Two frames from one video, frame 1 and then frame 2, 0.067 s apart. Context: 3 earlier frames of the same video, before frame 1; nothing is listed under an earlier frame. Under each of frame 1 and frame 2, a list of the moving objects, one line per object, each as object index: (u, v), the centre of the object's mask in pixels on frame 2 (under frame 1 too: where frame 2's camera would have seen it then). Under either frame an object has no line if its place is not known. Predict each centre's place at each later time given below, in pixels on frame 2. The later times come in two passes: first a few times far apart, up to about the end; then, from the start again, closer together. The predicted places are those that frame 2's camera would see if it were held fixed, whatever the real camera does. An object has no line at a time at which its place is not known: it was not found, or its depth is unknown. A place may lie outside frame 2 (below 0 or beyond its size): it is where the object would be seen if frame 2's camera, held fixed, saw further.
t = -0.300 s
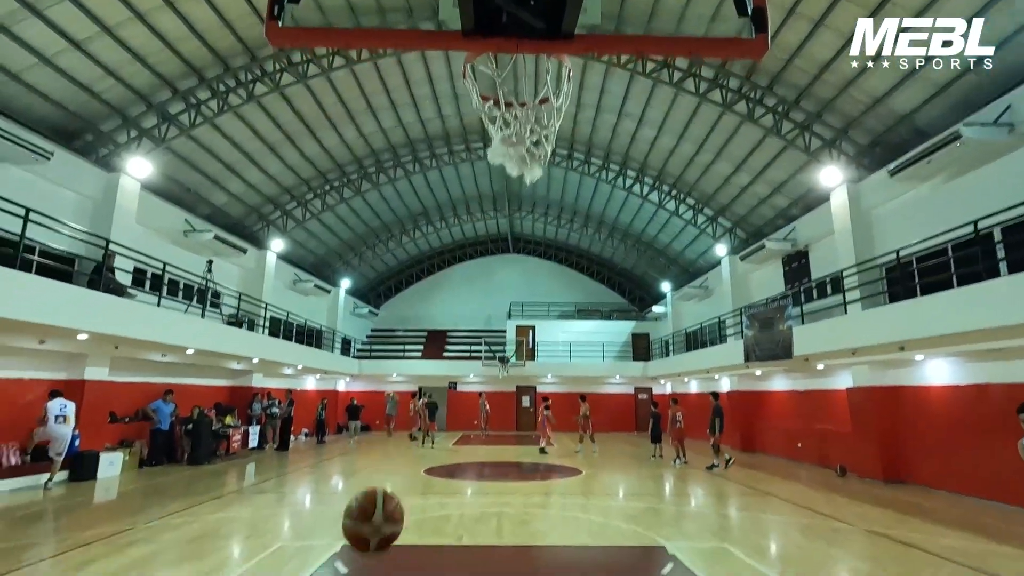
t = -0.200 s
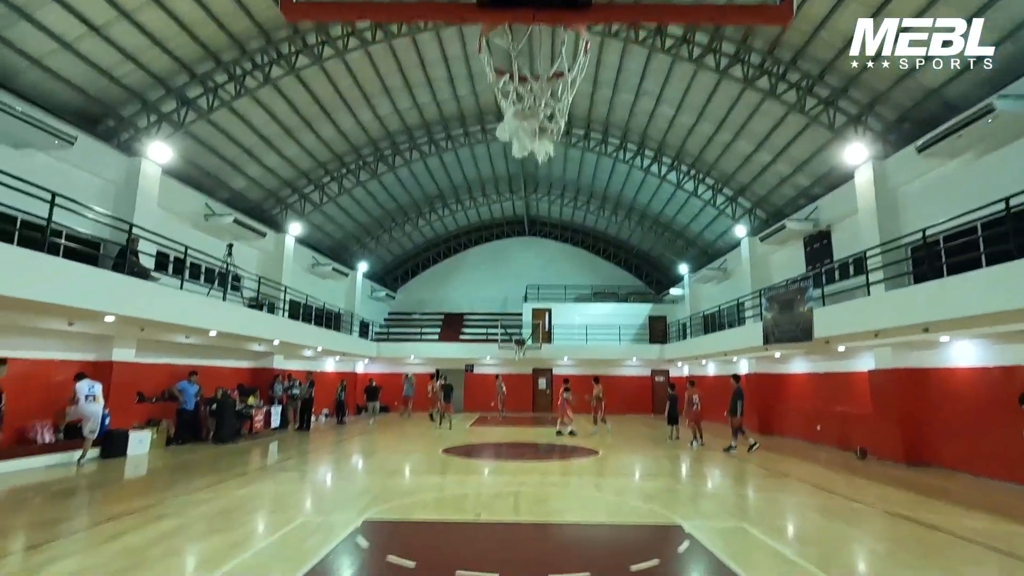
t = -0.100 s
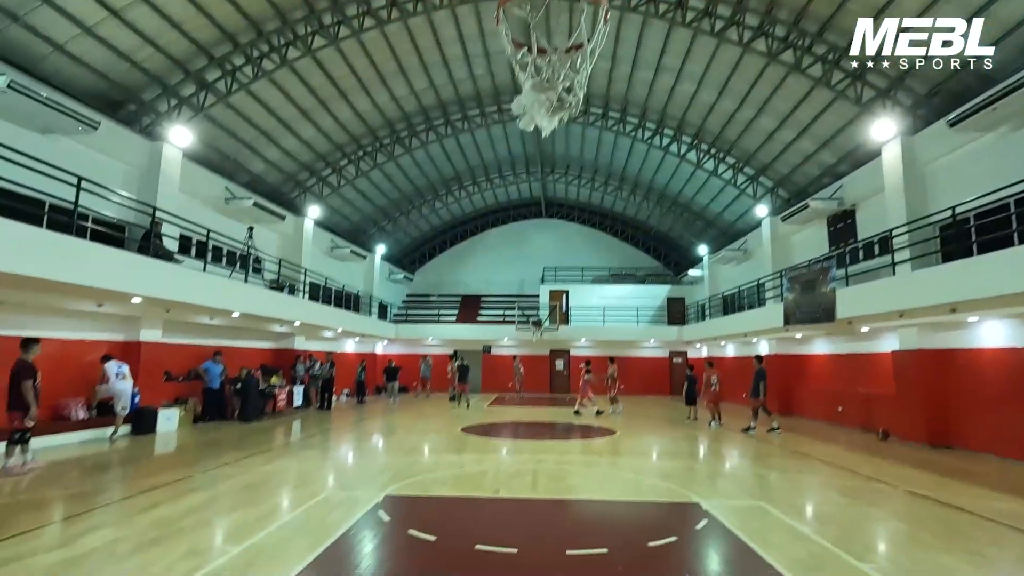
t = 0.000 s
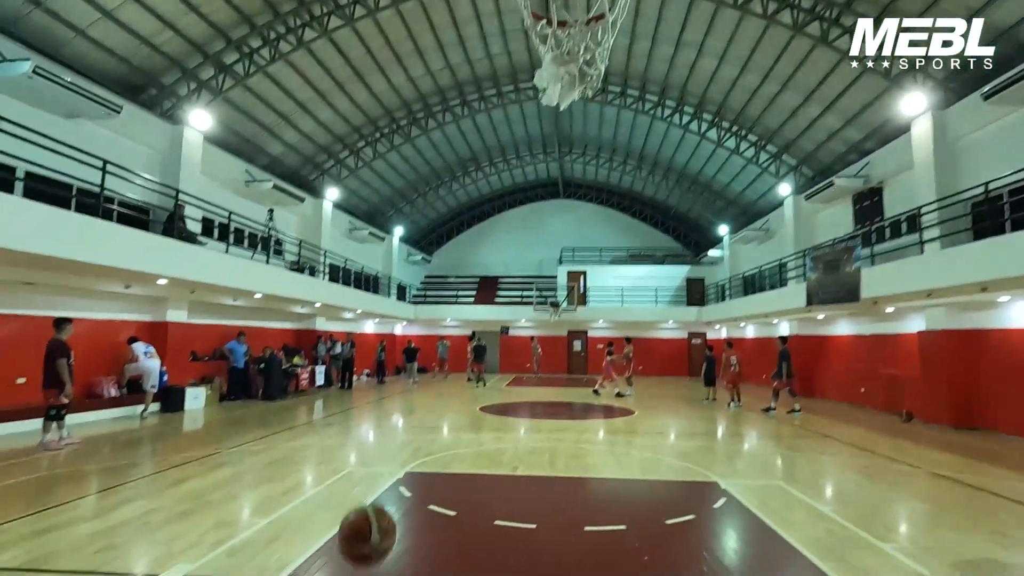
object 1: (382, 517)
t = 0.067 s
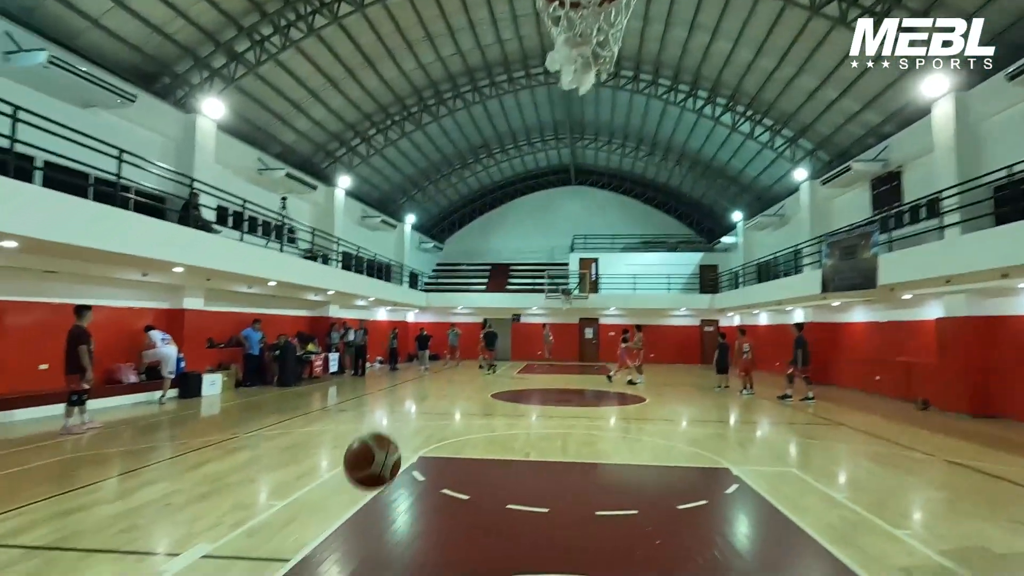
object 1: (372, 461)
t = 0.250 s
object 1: (345, 363)
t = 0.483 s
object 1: (318, 345)
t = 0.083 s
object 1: (370, 449)
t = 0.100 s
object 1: (368, 439)
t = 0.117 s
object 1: (365, 428)
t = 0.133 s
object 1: (363, 417)
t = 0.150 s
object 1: (363, 404)
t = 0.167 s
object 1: (360, 394)
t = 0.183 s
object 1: (359, 386)
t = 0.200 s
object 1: (356, 379)
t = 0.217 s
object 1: (354, 372)
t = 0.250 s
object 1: (345, 363)
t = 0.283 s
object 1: (346, 349)
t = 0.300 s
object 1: (344, 346)
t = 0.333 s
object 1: (340, 339)
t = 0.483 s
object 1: (318, 345)
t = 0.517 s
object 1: (312, 352)
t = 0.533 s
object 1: (309, 357)
